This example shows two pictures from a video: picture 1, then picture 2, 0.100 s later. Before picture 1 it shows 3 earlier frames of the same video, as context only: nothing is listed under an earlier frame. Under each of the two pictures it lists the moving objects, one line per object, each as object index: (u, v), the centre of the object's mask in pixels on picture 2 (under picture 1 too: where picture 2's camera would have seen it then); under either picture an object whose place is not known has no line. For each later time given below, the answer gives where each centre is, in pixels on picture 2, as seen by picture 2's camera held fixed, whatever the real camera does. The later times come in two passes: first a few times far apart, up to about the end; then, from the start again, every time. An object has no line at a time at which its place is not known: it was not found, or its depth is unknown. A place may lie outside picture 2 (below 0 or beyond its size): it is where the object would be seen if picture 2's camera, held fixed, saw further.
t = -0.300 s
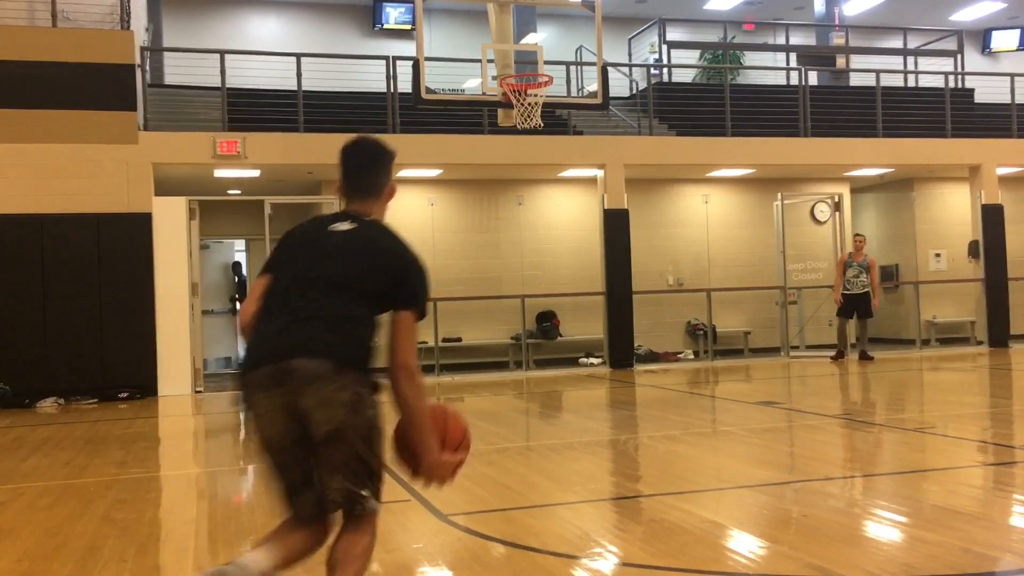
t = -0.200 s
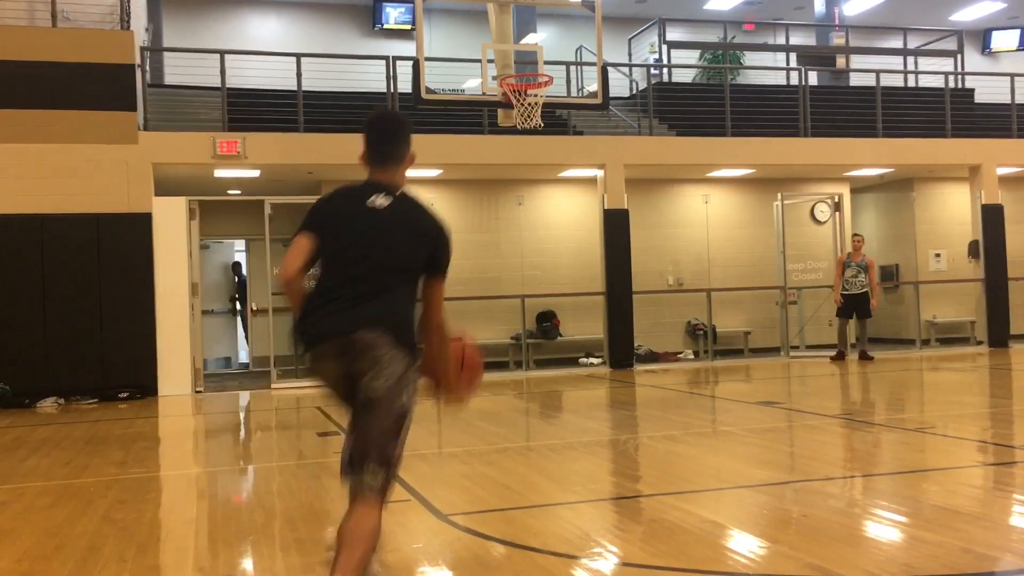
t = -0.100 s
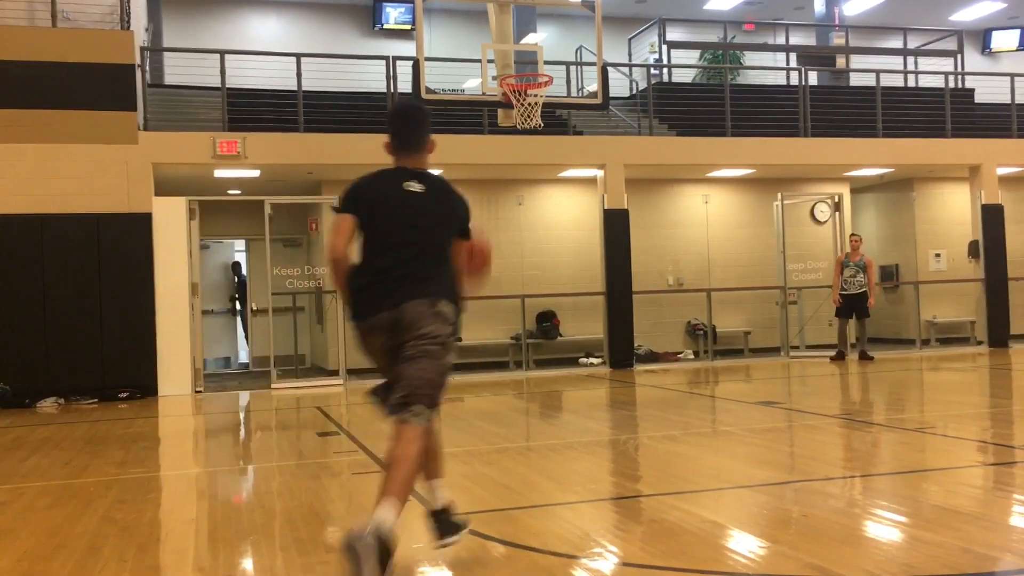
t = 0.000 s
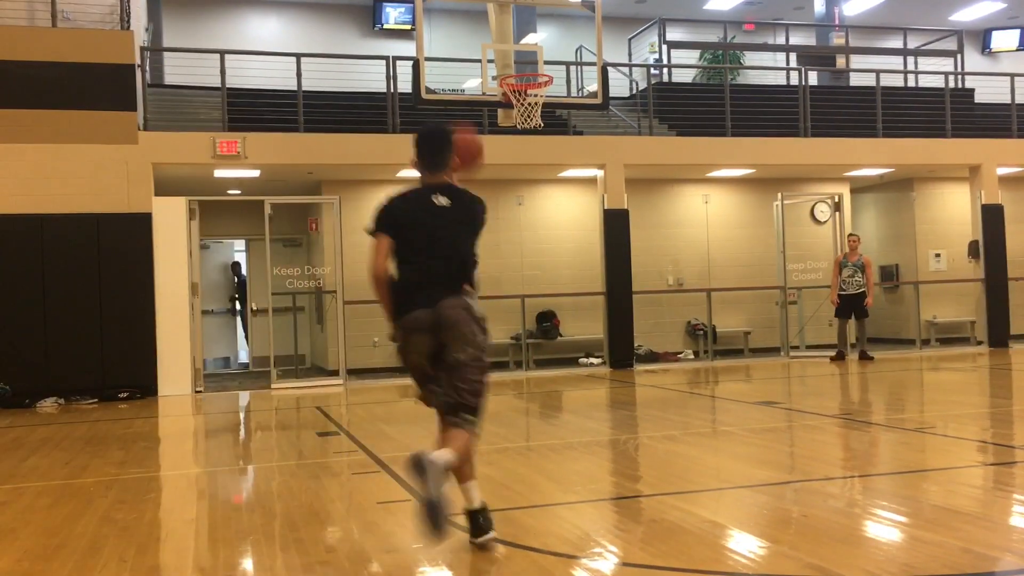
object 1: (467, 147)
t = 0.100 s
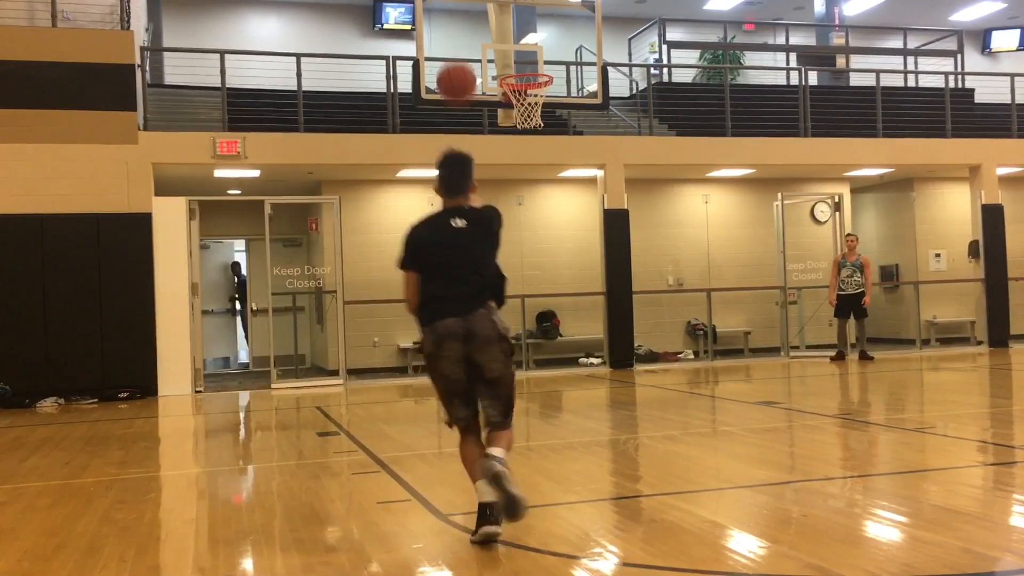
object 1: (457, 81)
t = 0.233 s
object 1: (453, 35)
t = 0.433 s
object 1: (451, 26)
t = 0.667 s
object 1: (459, 54)
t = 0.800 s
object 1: (485, 54)
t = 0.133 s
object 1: (455, 66)
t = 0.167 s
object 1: (454, 53)
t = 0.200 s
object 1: (454, 43)
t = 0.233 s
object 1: (453, 35)
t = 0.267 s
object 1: (452, 29)
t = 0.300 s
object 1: (452, 25)
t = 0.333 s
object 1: (452, 24)
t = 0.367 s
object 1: (451, 23)
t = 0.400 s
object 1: (451, 24)
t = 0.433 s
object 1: (451, 26)
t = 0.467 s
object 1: (451, 29)
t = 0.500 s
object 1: (451, 33)
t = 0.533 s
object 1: (451, 39)
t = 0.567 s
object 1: (451, 45)
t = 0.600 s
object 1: (451, 53)
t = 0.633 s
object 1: (453, 58)
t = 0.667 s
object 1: (459, 54)
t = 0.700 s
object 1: (465, 52)
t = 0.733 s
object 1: (472, 52)
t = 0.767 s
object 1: (478, 52)
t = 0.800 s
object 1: (485, 54)
